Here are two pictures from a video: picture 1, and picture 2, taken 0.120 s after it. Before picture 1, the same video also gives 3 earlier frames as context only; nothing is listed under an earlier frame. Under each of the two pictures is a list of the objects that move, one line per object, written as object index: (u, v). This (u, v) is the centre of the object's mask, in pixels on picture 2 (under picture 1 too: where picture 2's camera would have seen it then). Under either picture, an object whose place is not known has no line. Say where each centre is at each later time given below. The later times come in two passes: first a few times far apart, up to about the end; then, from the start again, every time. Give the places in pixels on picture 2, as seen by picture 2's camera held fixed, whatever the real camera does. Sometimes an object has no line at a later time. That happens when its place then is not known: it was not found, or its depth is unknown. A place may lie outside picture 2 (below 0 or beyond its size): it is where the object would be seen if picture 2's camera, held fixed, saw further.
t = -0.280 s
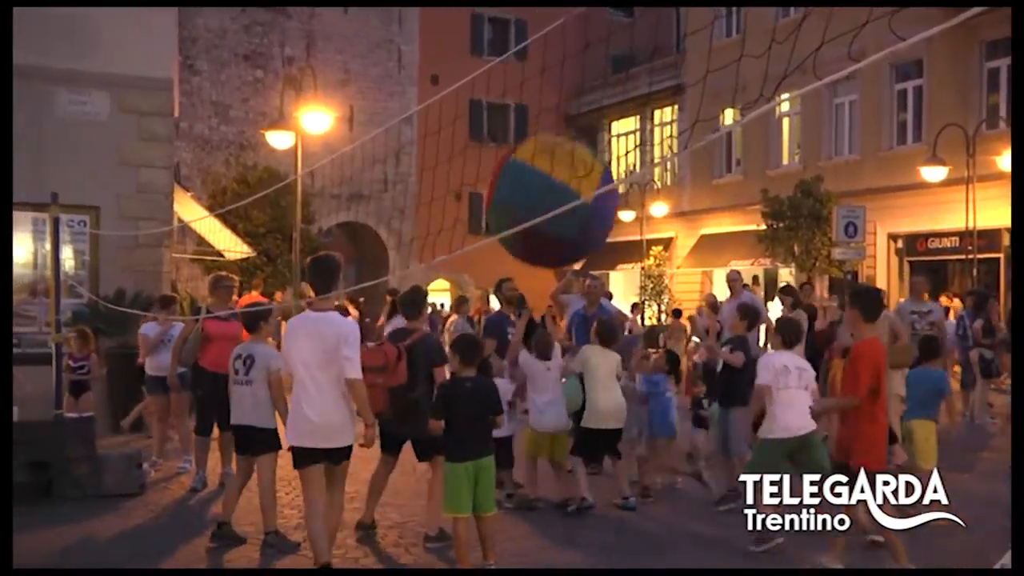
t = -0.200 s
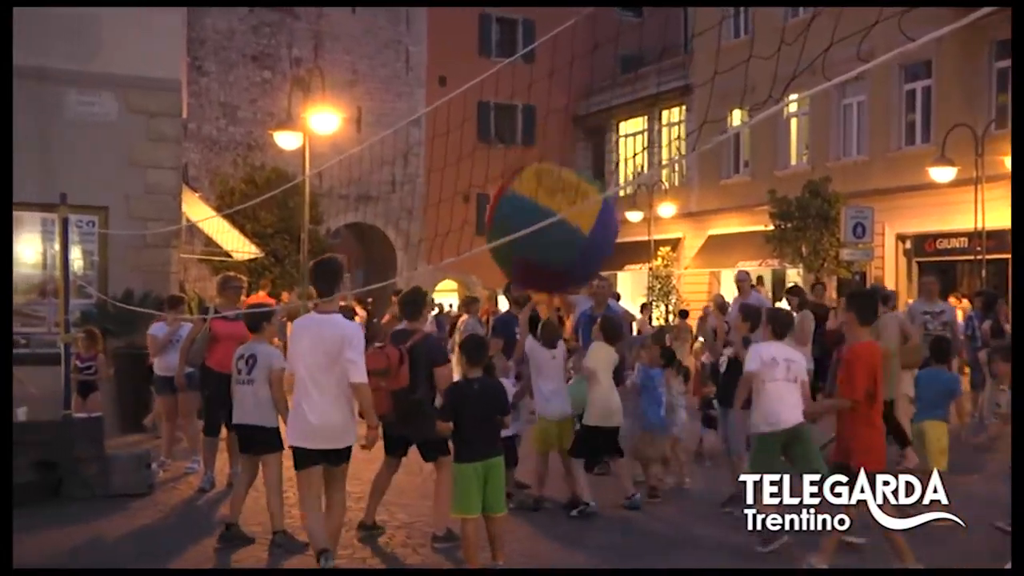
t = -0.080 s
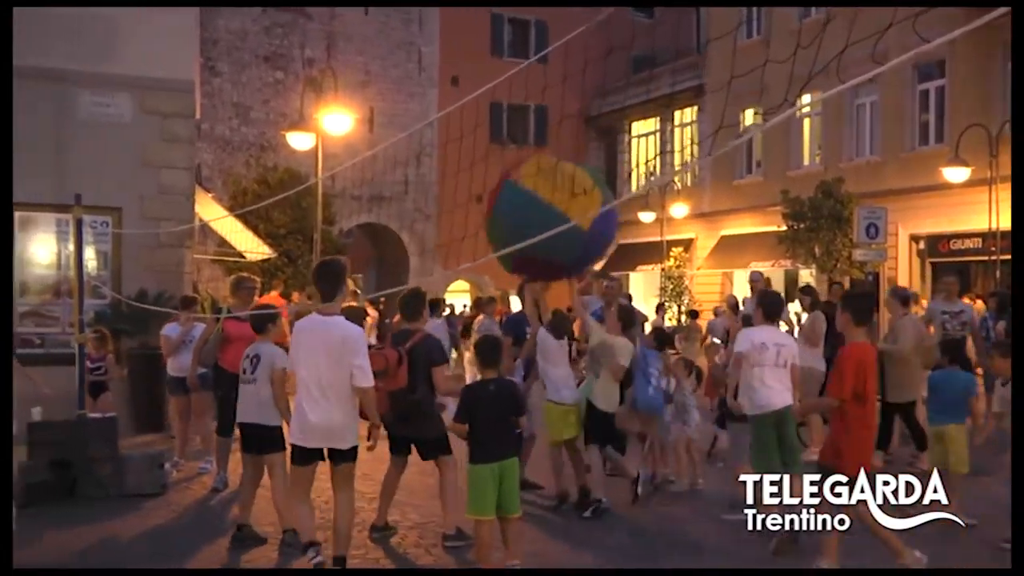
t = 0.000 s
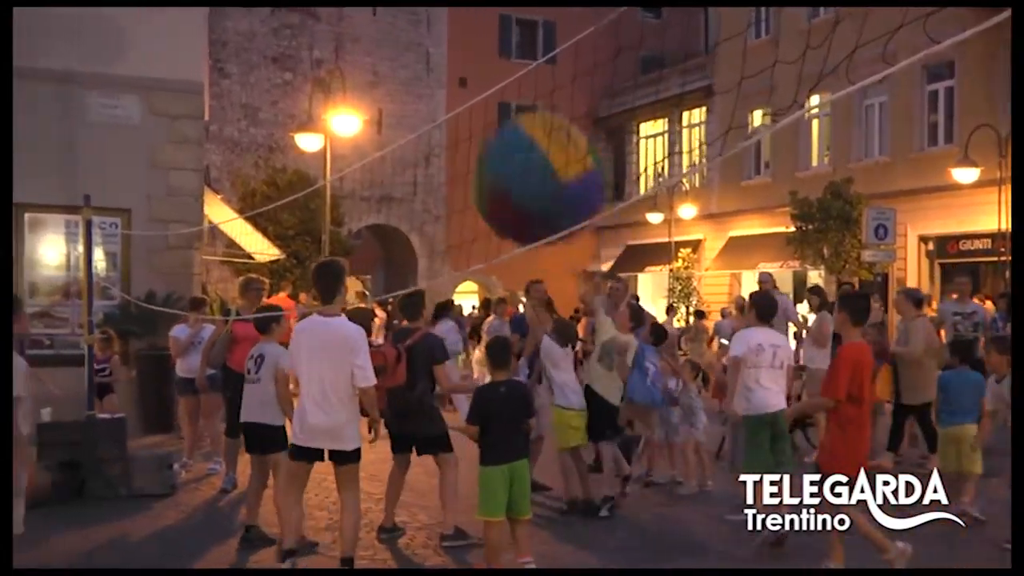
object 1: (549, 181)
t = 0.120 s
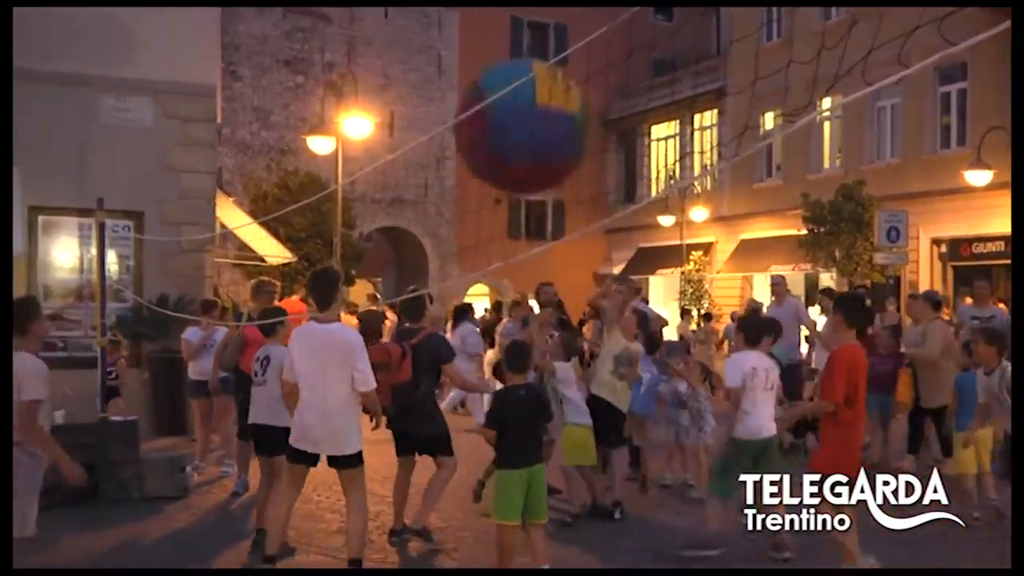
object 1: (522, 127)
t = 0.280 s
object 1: (485, 69)
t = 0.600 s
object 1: (411, 21)
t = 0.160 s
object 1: (514, 110)
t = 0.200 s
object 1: (506, 95)
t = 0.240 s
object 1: (496, 83)
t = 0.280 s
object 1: (485, 69)
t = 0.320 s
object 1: (472, 53)
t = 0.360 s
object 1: (466, 49)
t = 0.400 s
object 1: (457, 45)
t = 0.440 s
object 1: (448, 39)
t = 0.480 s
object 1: (439, 33)
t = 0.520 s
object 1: (429, 29)
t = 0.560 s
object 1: (420, 24)
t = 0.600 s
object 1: (411, 21)
